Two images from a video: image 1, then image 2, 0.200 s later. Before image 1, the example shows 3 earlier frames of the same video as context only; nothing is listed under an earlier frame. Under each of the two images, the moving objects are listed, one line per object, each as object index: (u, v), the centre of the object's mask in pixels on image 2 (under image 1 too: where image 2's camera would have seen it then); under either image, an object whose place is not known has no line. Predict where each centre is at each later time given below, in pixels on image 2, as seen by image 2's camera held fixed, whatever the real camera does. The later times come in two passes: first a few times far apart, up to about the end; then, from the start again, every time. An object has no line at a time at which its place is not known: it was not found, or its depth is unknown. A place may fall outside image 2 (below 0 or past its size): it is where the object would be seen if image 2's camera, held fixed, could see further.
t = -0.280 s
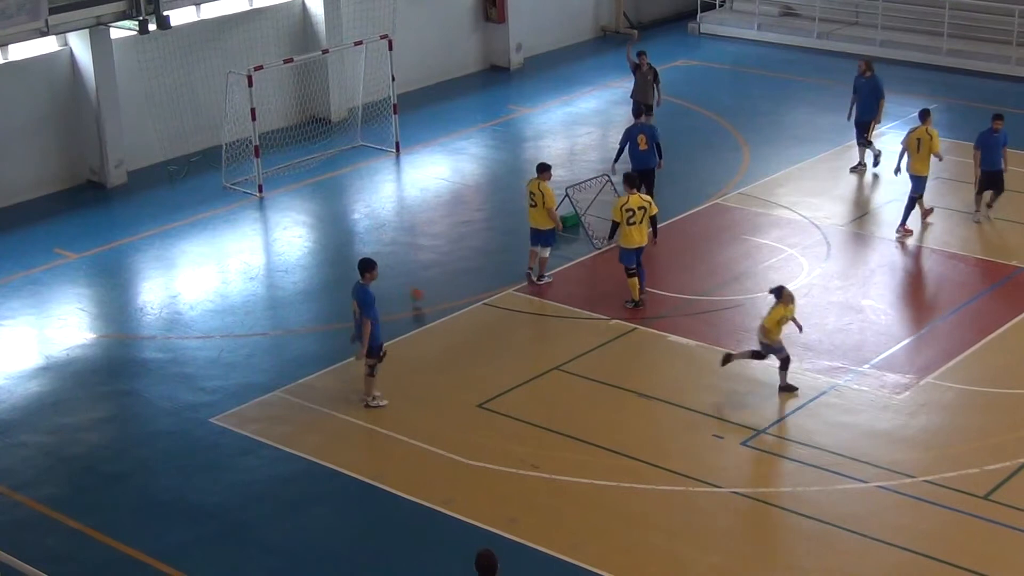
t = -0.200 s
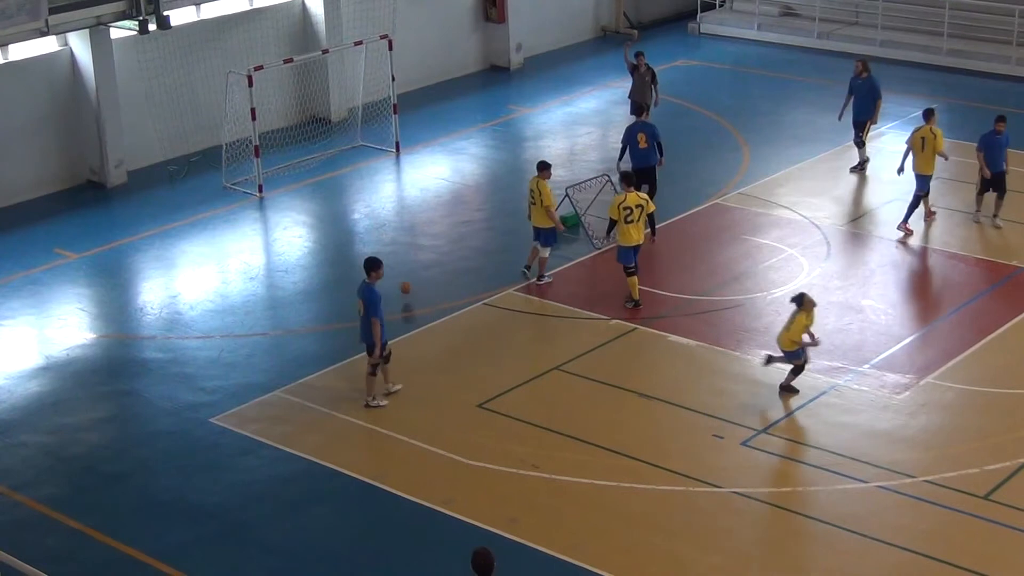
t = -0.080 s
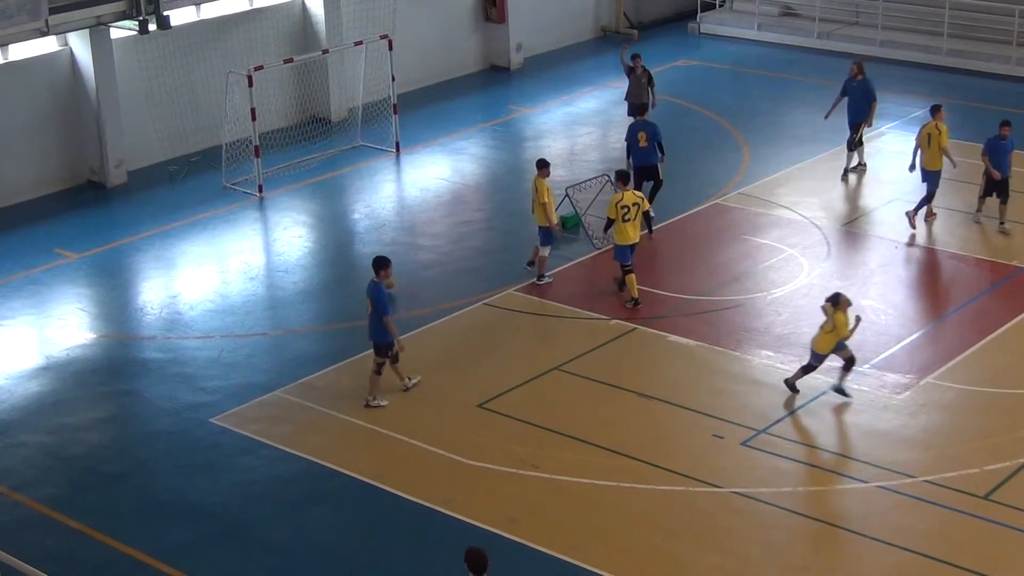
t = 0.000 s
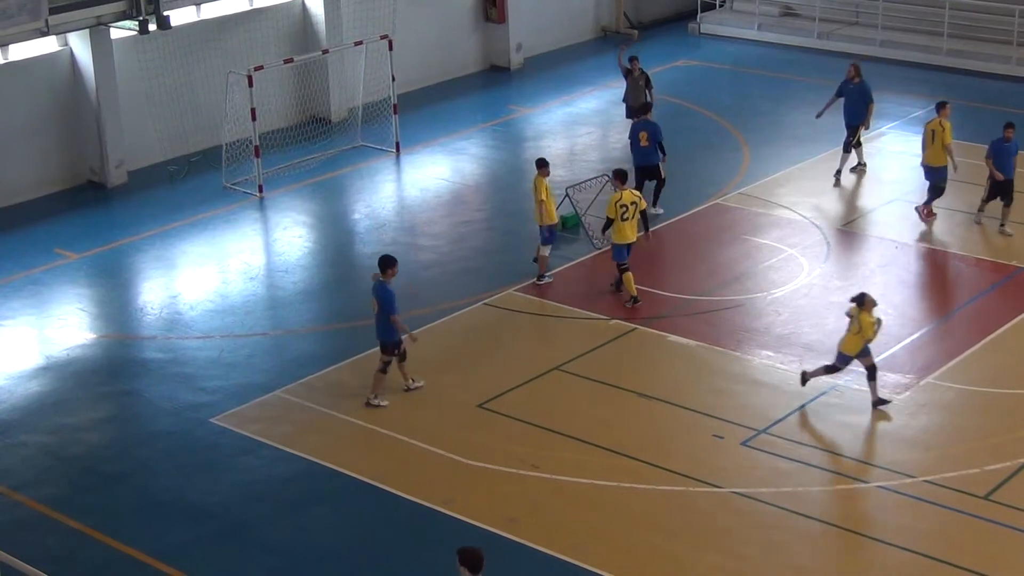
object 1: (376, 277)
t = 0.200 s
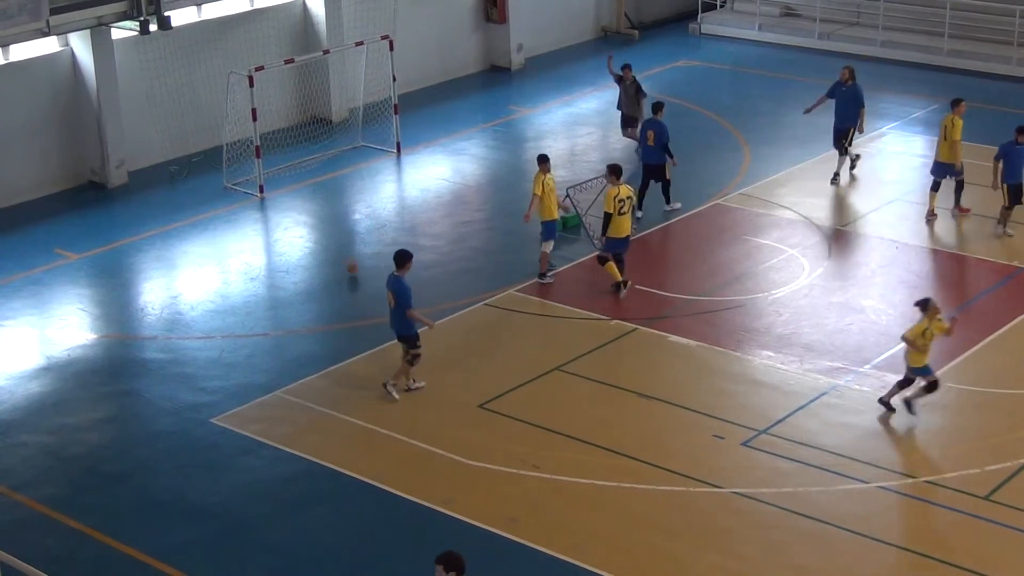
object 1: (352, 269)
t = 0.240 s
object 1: (346, 267)
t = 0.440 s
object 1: (322, 255)
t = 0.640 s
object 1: (299, 246)
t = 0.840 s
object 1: (276, 236)
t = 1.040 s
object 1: (255, 227)
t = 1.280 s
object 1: (231, 217)
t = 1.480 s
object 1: (213, 209)
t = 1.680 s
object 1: (194, 201)
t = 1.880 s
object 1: (177, 194)
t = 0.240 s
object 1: (346, 267)
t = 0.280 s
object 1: (342, 264)
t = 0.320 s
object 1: (337, 262)
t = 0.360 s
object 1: (332, 260)
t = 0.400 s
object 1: (327, 259)
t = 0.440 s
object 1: (322, 255)
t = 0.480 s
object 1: (317, 253)
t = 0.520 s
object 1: (313, 252)
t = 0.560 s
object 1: (308, 249)
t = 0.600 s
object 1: (303, 247)
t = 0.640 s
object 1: (299, 246)
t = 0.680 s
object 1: (294, 243)
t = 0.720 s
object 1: (289, 242)
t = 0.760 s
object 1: (285, 240)
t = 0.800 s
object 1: (280, 238)
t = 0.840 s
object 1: (276, 236)
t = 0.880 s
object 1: (272, 234)
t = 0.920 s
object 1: (268, 232)
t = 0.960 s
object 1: (263, 230)
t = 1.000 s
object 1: (259, 228)
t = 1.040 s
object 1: (255, 227)
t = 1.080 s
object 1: (251, 225)
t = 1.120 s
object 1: (247, 223)
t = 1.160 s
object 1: (243, 221)
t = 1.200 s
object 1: (239, 220)
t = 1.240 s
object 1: (235, 218)
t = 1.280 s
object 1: (231, 217)
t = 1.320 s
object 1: (227, 215)
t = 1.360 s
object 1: (223, 214)
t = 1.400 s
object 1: (220, 212)
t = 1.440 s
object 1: (216, 210)
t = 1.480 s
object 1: (213, 209)
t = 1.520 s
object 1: (209, 207)
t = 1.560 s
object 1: (205, 206)
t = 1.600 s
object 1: (201, 205)
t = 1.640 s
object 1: (198, 203)
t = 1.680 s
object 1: (194, 201)
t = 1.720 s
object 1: (191, 200)
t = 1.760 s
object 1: (187, 198)
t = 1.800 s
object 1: (184, 197)
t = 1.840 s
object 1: (180, 195)
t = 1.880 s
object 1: (177, 194)
